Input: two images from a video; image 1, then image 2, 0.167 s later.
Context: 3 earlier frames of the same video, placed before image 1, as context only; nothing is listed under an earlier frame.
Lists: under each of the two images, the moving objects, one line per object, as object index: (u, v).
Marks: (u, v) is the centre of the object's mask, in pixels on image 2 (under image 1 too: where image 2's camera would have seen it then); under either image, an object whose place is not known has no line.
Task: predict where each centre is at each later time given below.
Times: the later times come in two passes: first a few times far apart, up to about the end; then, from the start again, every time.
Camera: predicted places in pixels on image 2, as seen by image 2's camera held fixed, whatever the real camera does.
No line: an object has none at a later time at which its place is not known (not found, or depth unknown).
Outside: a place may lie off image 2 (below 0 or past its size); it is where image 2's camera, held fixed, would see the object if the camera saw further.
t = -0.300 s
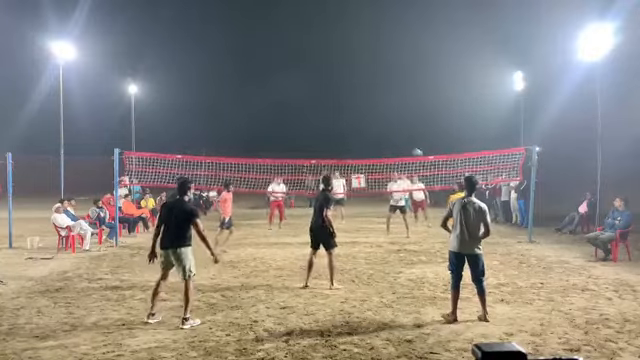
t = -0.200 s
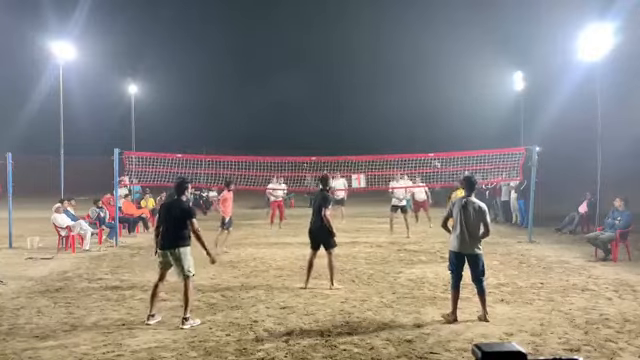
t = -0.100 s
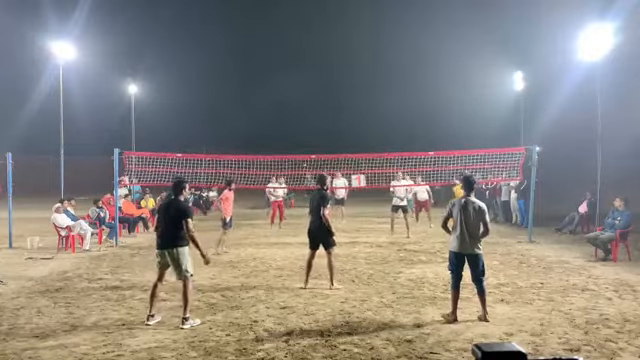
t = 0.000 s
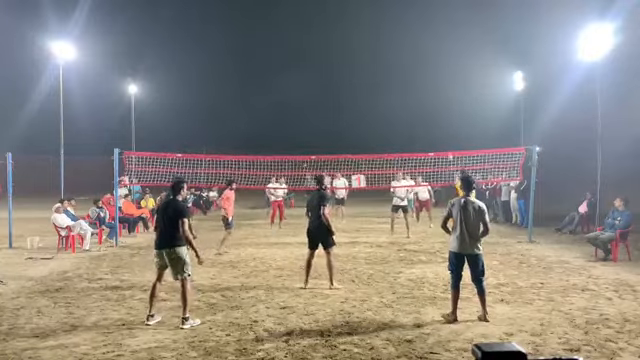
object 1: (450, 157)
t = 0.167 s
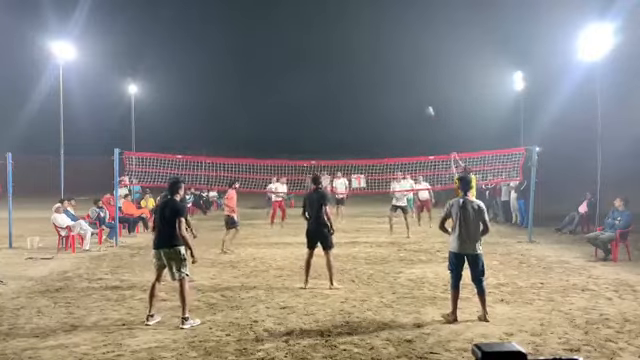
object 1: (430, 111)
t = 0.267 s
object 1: (419, 91)
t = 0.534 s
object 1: (397, 64)
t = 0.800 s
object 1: (380, 63)
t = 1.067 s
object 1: (366, 84)
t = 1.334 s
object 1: (356, 120)
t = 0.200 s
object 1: (425, 104)
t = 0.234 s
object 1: (422, 97)
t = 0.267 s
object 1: (419, 91)
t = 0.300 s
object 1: (416, 86)
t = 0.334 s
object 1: (413, 81)
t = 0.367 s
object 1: (410, 77)
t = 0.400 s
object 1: (408, 73)
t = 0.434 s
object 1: (405, 70)
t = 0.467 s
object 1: (402, 68)
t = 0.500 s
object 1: (400, 66)
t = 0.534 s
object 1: (397, 64)
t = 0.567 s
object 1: (395, 62)
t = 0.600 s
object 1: (393, 61)
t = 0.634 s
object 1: (391, 61)
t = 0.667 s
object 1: (389, 61)
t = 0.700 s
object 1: (387, 61)
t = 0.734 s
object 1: (384, 61)
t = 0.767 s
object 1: (382, 62)
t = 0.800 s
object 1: (380, 63)
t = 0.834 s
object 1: (378, 65)
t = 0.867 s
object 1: (376, 67)
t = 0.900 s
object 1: (375, 69)
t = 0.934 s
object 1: (373, 72)
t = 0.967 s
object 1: (371, 74)
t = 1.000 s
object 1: (370, 77)
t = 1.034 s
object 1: (368, 81)
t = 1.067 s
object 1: (366, 84)
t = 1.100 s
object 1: (365, 88)
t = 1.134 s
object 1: (364, 92)
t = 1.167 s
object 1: (362, 96)
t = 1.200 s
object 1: (361, 100)
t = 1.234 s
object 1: (360, 105)
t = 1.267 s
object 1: (358, 111)
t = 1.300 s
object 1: (357, 116)
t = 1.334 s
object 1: (356, 120)
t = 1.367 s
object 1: (355, 125)
